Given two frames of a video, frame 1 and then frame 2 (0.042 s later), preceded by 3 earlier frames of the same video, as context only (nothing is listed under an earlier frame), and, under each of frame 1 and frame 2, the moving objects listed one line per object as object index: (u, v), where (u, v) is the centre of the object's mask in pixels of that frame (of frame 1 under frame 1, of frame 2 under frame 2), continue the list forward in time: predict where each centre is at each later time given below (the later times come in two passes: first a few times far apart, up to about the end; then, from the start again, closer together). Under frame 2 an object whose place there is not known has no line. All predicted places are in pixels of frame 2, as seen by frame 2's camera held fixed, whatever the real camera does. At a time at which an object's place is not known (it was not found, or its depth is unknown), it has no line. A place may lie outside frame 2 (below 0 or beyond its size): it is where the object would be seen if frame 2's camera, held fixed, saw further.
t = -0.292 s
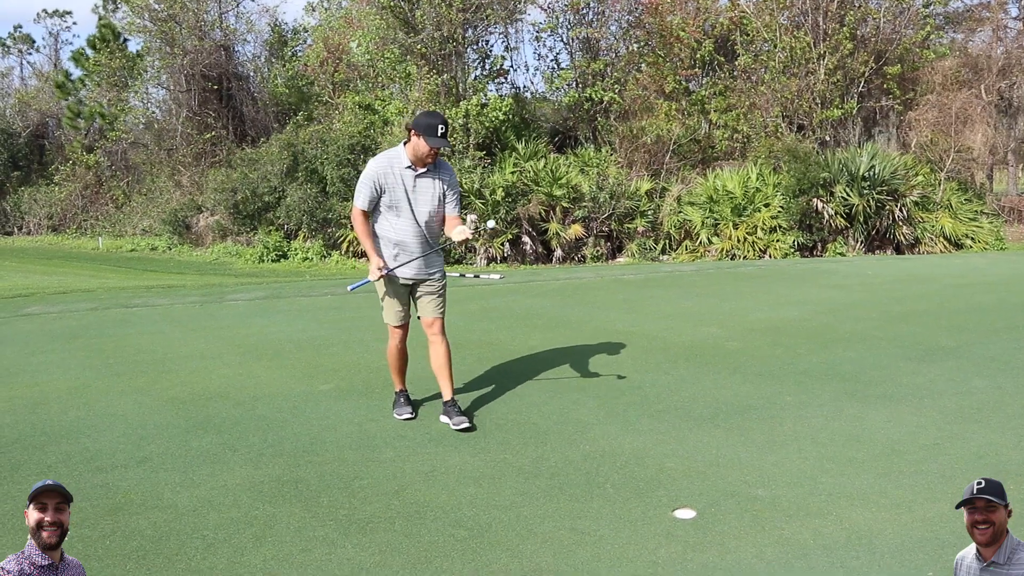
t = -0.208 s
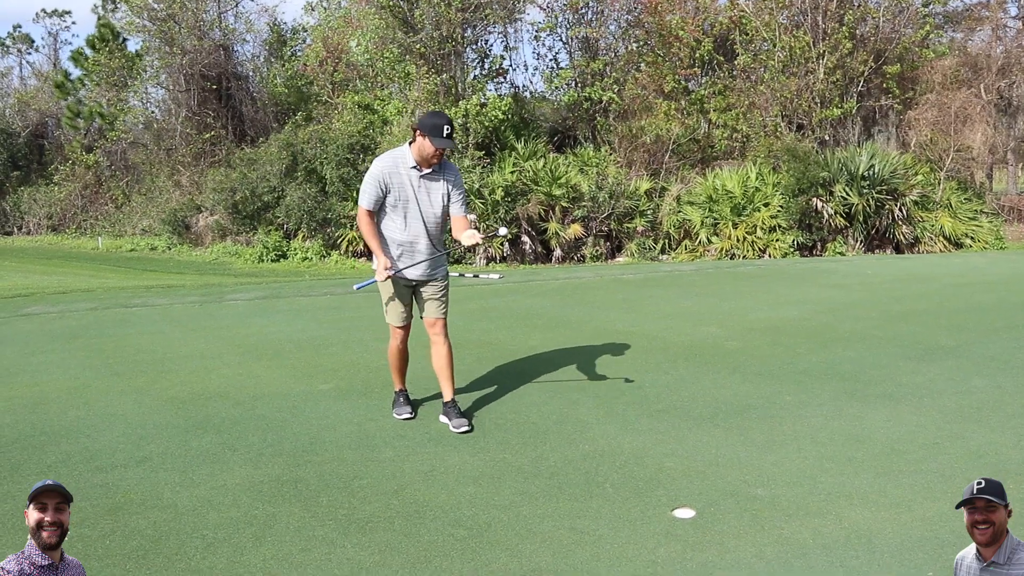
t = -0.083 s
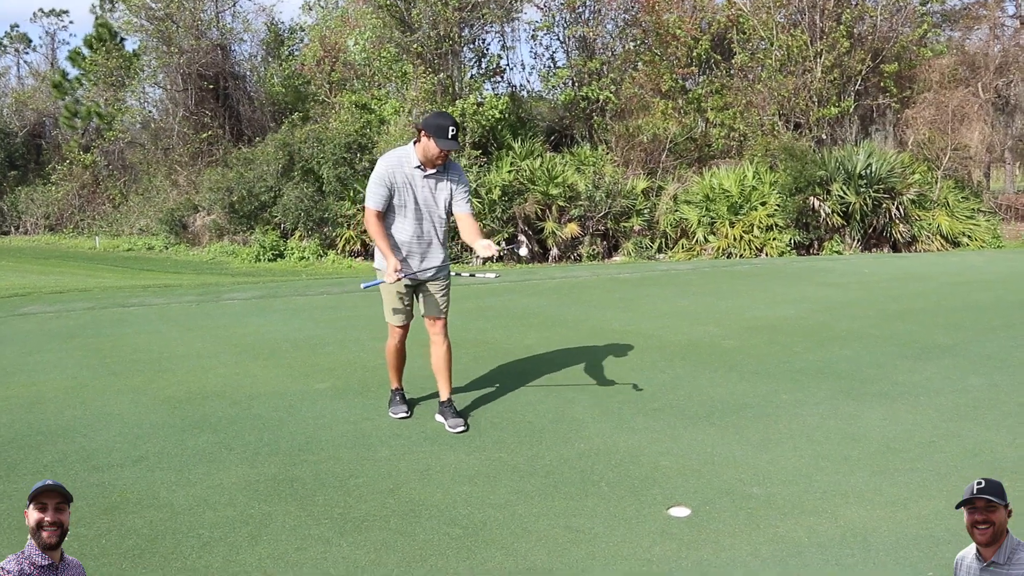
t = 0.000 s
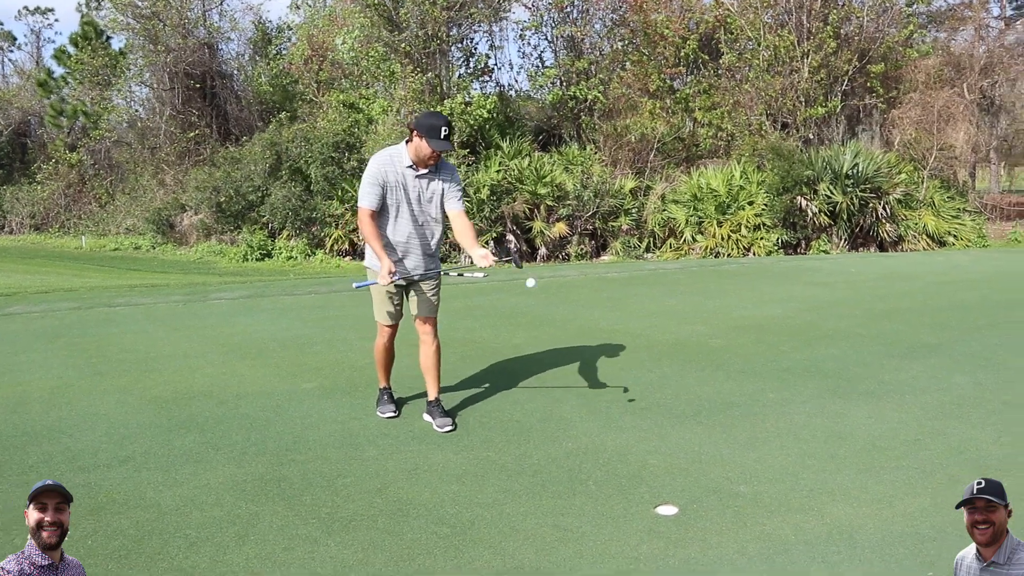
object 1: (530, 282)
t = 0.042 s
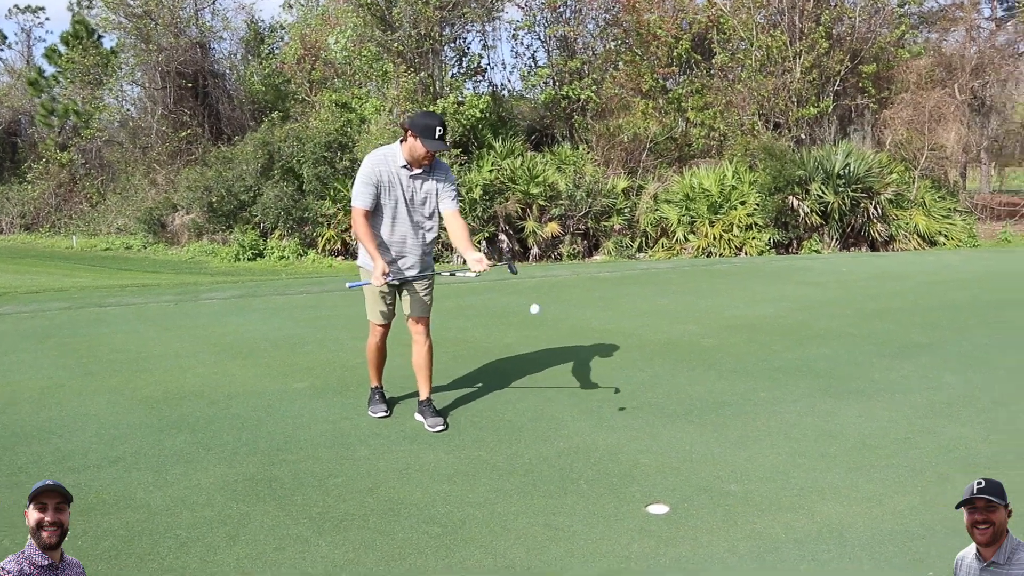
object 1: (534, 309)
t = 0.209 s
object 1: (577, 438)
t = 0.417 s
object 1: (605, 455)
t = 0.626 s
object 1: (631, 481)
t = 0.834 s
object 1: (652, 494)
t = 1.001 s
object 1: (665, 503)
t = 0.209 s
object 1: (577, 438)
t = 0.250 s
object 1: (587, 470)
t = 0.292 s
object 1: (592, 461)
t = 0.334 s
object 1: (596, 457)
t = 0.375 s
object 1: (601, 454)
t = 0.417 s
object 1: (605, 455)
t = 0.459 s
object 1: (611, 461)
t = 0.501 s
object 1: (615, 467)
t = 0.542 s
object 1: (621, 482)
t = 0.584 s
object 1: (625, 481)
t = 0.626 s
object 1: (631, 481)
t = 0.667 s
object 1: (635, 484)
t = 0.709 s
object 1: (640, 488)
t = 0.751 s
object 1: (644, 489)
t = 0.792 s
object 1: (649, 492)
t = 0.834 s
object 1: (652, 494)
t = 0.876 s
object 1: (657, 496)
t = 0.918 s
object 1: (660, 497)
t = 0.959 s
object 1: (664, 501)
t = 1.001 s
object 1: (665, 503)
